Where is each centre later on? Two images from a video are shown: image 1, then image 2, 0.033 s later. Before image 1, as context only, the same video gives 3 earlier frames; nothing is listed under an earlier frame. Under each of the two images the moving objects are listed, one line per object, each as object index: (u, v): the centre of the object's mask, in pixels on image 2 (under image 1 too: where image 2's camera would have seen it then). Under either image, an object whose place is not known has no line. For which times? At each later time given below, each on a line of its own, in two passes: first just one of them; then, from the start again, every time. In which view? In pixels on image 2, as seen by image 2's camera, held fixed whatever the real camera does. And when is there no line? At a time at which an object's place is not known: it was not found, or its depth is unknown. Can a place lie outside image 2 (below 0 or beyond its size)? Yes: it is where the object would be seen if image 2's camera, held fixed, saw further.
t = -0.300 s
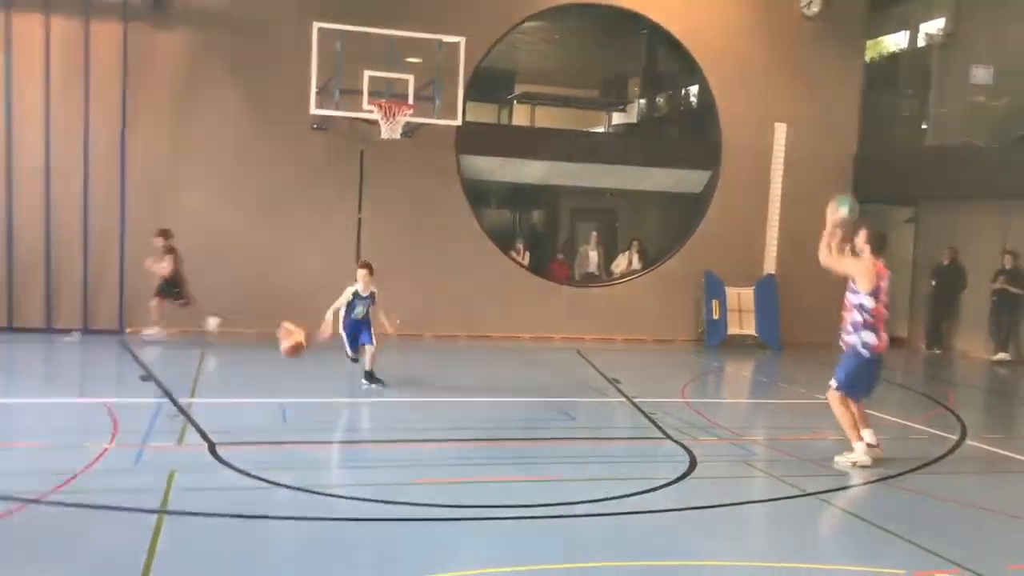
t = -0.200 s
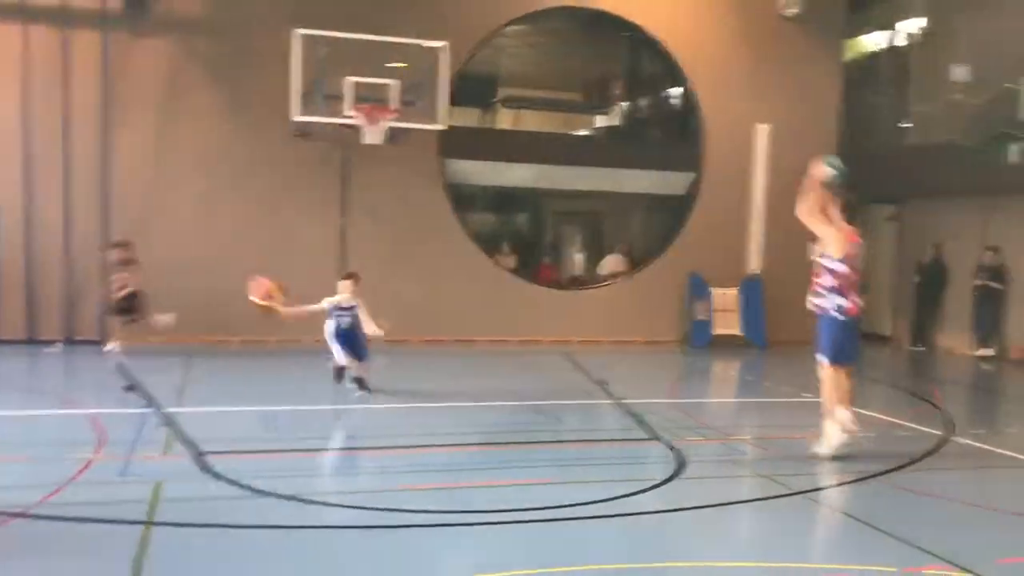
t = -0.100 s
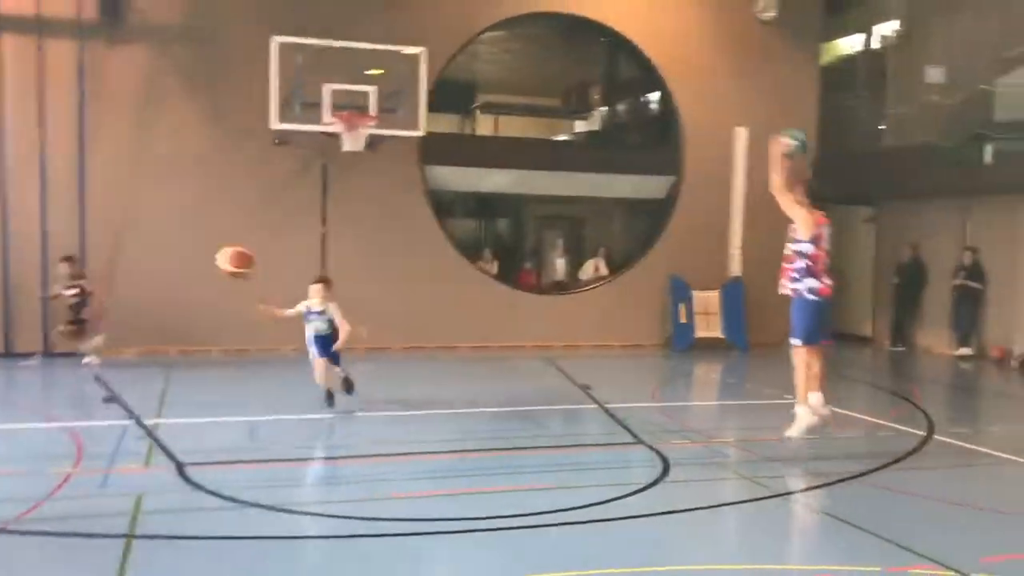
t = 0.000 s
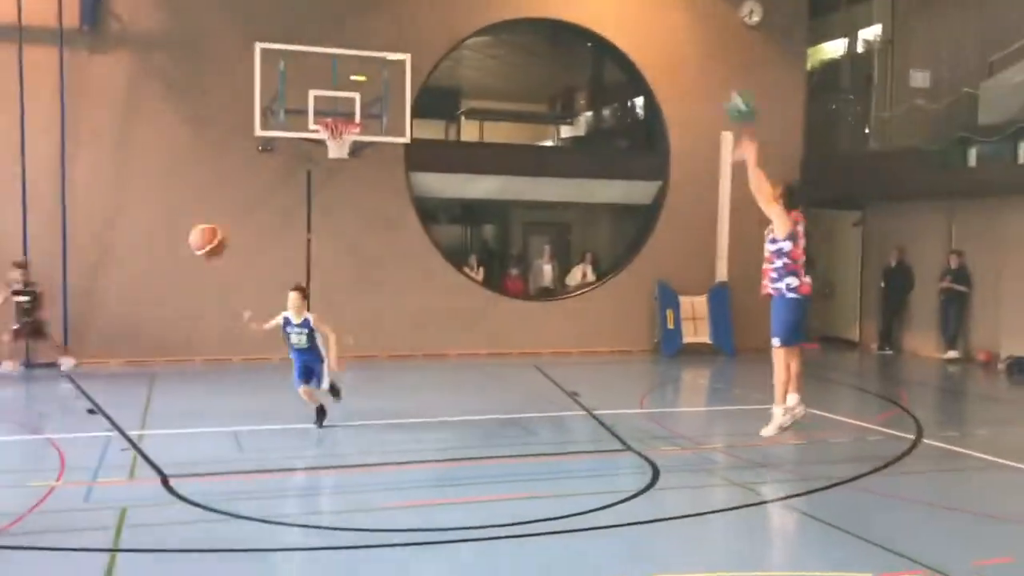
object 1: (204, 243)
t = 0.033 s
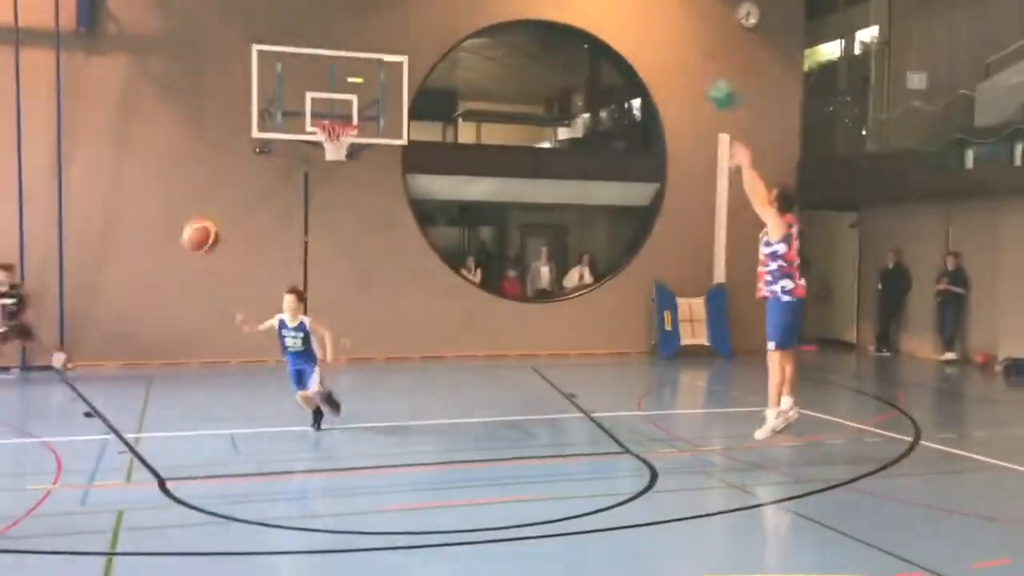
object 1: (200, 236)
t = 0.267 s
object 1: (167, 230)
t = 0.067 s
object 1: (195, 230)
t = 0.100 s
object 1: (192, 227)
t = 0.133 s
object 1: (187, 225)
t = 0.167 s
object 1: (183, 224)
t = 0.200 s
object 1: (179, 224)
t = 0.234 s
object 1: (173, 226)
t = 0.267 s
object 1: (167, 230)
